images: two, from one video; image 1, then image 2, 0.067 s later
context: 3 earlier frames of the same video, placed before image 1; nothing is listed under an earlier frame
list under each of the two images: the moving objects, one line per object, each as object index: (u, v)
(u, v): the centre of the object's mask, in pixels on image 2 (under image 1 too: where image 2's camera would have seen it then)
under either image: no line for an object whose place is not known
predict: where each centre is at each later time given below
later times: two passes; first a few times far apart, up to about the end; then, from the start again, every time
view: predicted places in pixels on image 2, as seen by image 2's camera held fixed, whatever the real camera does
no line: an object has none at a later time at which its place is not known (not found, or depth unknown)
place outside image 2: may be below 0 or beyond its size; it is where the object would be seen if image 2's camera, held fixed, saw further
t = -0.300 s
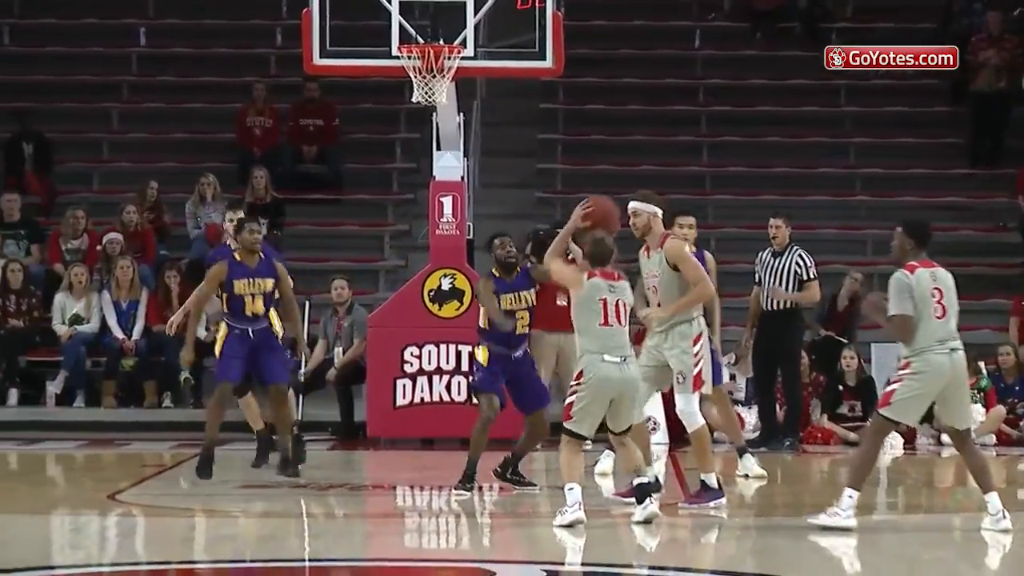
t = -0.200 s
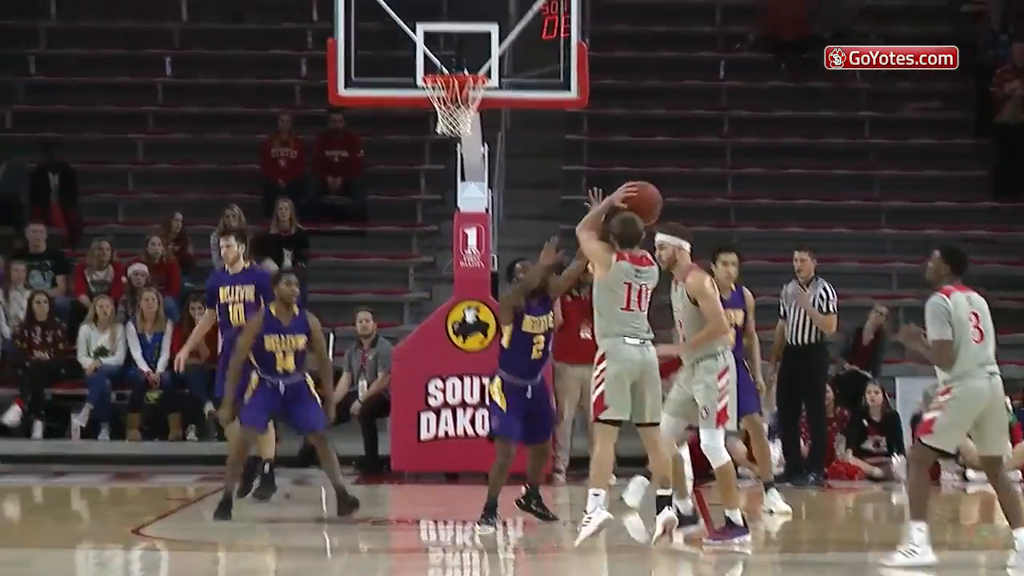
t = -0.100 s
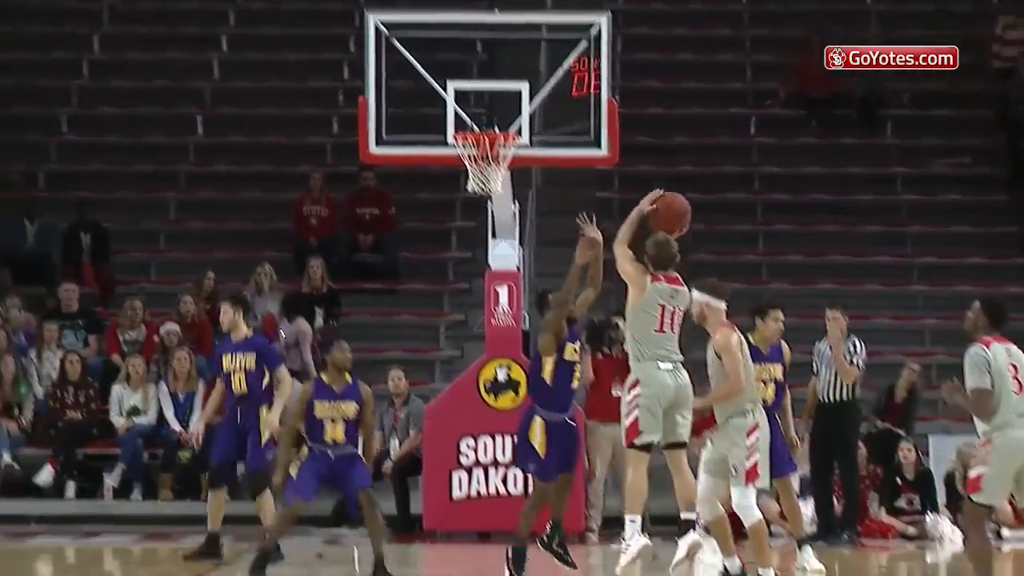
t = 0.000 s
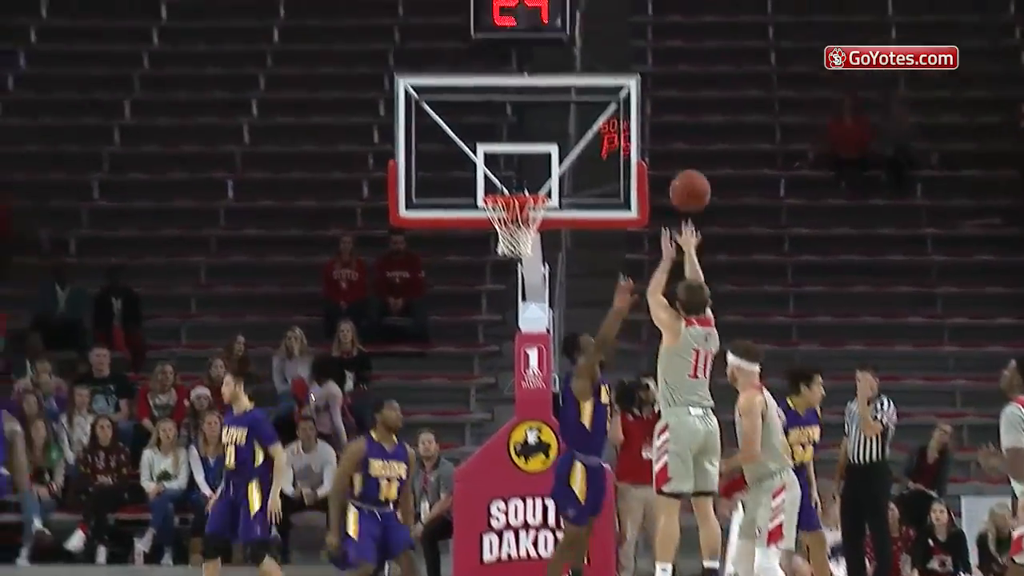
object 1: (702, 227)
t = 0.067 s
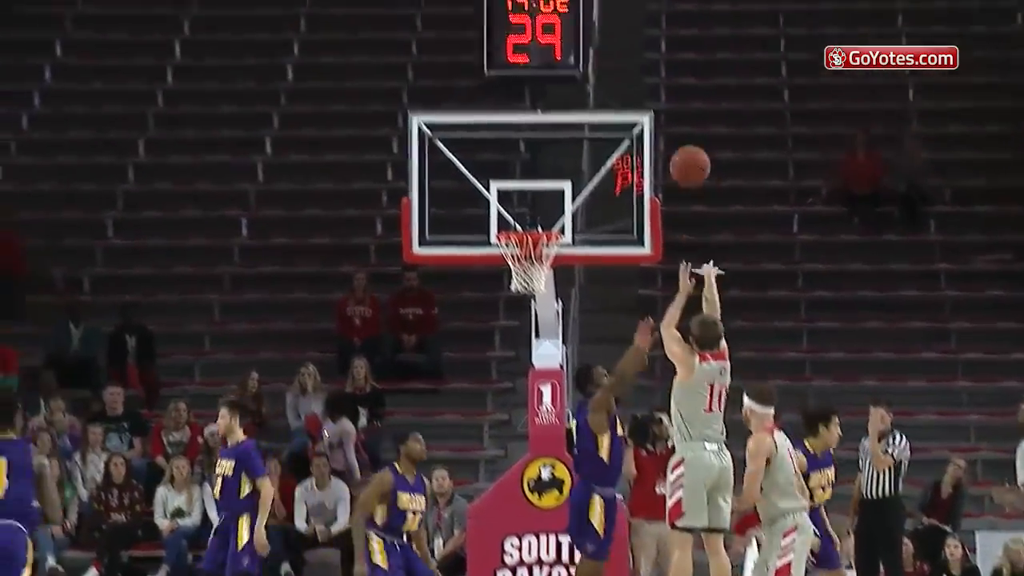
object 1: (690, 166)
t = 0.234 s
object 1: (661, 50)
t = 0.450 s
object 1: (628, -23)
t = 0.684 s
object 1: (596, -15)
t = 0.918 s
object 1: (565, 64)
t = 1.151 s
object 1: (538, 207)
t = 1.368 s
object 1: (520, 301)
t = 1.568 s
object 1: (508, 391)
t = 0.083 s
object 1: (687, 152)
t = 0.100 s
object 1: (684, 139)
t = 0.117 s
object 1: (681, 126)
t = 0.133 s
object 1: (678, 114)
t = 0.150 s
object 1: (675, 101)
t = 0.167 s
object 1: (672, 89)
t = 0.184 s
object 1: (670, 79)
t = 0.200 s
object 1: (667, 69)
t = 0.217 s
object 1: (664, 59)
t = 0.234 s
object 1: (661, 50)
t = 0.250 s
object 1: (658, 42)
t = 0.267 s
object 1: (656, 34)
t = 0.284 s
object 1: (653, 26)
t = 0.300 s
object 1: (650, 19)
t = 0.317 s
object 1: (648, 12)
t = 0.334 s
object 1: (645, 6)
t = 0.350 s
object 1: (642, 0)
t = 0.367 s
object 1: (640, -5)
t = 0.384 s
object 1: (637, -10)
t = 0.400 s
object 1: (635, -14)
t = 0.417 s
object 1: (633, -17)
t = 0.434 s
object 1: (630, -20)
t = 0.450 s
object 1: (628, -23)
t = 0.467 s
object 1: (626, -25)
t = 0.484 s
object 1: (624, -27)
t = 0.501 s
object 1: (621, -27)
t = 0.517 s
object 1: (620, -29)
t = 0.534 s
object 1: (617, -29)
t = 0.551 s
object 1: (614, -30)
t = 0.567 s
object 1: (612, -30)
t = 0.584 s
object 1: (610, -29)
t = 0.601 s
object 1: (607, -27)
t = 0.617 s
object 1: (606, -25)
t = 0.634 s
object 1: (603, -24)
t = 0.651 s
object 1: (601, -21)
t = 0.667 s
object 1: (599, -18)
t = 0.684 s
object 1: (596, -15)
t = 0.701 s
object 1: (593, -11)
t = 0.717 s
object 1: (591, -9)
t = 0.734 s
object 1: (588, -4)
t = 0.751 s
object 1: (585, 0)
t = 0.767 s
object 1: (583, 5)
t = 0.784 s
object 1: (580, 11)
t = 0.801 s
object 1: (579, 17)
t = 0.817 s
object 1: (577, 22)
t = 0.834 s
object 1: (575, 29)
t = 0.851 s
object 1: (573, 35)
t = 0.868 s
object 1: (571, 41)
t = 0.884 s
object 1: (569, 48)
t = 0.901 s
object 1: (567, 56)
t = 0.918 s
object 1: (565, 64)
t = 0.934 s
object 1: (564, 73)
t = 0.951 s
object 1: (561, 82)
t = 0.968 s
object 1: (559, 90)
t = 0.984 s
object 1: (557, 99)
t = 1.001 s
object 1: (556, 108)
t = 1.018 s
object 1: (553, 118)
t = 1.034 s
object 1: (552, 128)
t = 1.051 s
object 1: (550, 139)
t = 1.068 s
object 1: (548, 149)
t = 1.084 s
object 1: (546, 161)
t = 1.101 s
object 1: (544, 171)
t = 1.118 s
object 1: (542, 183)
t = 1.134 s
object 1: (540, 194)
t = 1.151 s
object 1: (538, 207)
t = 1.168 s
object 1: (537, 218)
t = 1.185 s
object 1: (536, 229)
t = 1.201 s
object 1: (535, 237)
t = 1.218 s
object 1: (536, 242)
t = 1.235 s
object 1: (535, 244)
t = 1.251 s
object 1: (529, 276)
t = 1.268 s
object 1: (527, 275)
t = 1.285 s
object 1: (526, 277)
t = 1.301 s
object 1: (525, 282)
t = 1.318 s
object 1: (524, 285)
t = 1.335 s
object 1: (523, 290)
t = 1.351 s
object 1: (522, 296)
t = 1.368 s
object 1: (520, 301)
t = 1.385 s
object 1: (519, 307)
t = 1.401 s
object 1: (518, 311)
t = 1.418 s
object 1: (517, 318)
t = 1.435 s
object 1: (516, 325)
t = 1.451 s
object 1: (516, 332)
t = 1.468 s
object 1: (515, 339)
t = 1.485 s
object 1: (514, 347)
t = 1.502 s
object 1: (513, 355)
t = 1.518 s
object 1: (512, 363)
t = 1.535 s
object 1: (510, 372)
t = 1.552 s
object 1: (510, 382)
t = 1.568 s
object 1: (508, 391)
